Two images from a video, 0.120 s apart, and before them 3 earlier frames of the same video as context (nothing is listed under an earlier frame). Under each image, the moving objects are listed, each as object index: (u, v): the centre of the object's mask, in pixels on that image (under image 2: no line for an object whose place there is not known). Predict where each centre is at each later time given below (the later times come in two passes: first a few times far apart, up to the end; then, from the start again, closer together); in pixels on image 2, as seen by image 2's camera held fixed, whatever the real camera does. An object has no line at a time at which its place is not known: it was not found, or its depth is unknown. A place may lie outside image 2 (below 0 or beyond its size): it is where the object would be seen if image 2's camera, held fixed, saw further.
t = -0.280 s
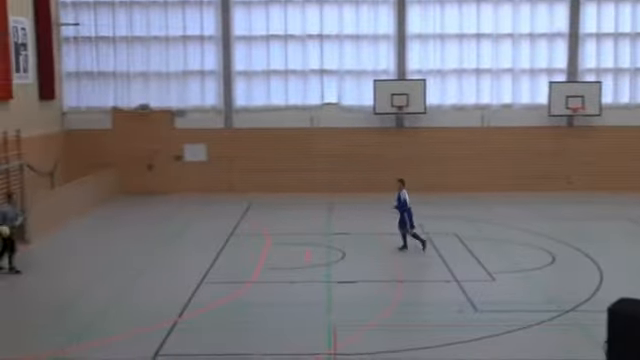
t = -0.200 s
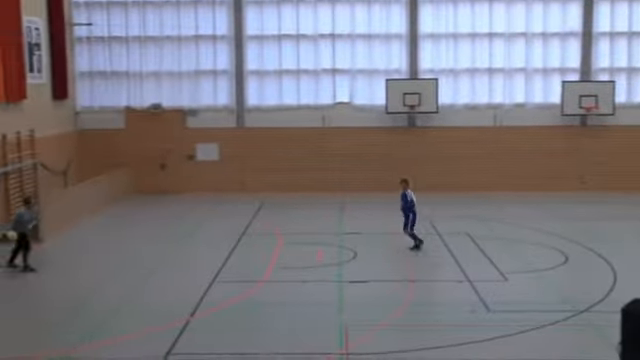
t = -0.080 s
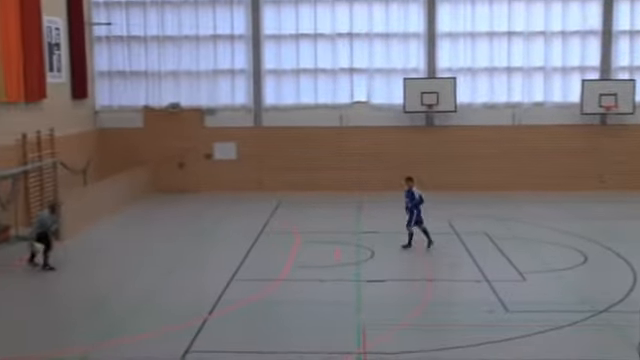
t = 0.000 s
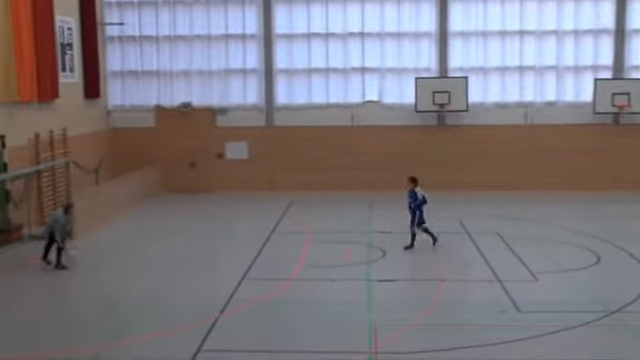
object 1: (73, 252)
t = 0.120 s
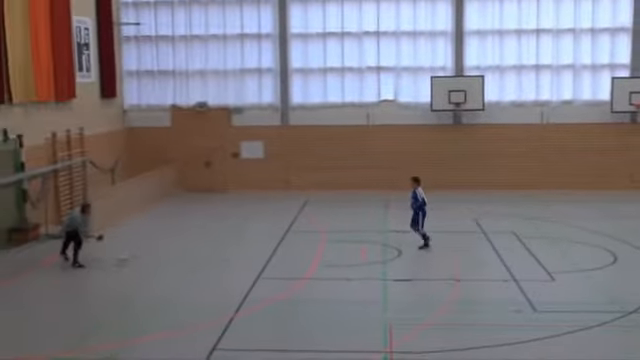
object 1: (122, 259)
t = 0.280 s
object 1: (154, 246)
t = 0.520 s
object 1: (205, 247)
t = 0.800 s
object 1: (260, 243)
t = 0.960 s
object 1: (289, 244)
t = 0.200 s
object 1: (141, 248)
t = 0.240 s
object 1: (145, 247)
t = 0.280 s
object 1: (154, 246)
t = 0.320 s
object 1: (163, 246)
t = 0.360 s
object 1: (172, 245)
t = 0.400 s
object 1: (181, 243)
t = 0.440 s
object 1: (189, 244)
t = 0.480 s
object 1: (198, 245)
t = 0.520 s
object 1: (205, 247)
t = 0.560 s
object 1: (213, 250)
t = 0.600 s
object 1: (222, 253)
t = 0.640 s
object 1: (229, 255)
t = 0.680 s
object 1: (236, 251)
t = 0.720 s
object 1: (244, 247)
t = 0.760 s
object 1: (252, 245)
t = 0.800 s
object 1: (260, 243)
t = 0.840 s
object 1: (267, 243)
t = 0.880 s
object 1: (273, 243)
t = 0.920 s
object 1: (281, 242)
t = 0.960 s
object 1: (289, 244)
